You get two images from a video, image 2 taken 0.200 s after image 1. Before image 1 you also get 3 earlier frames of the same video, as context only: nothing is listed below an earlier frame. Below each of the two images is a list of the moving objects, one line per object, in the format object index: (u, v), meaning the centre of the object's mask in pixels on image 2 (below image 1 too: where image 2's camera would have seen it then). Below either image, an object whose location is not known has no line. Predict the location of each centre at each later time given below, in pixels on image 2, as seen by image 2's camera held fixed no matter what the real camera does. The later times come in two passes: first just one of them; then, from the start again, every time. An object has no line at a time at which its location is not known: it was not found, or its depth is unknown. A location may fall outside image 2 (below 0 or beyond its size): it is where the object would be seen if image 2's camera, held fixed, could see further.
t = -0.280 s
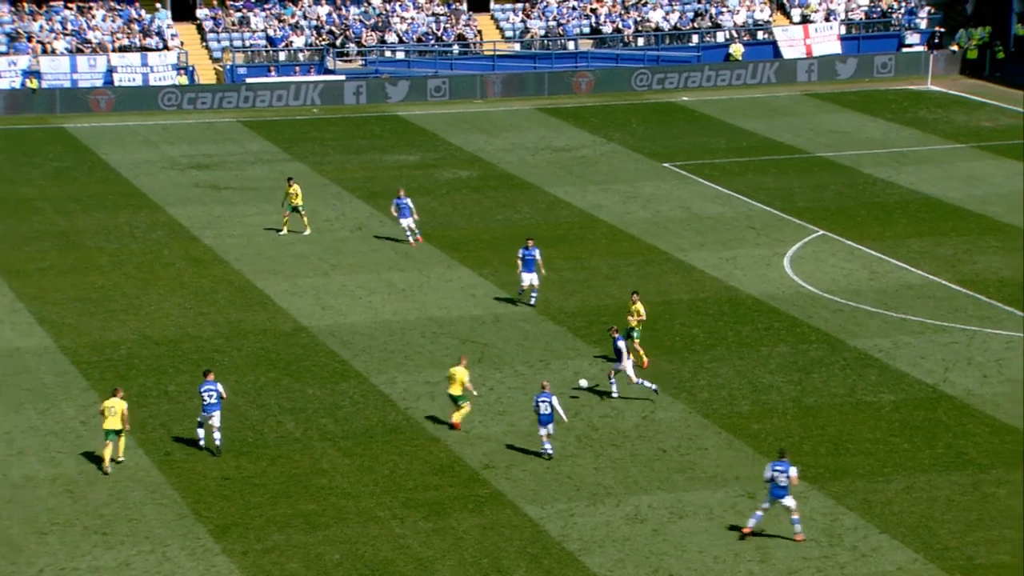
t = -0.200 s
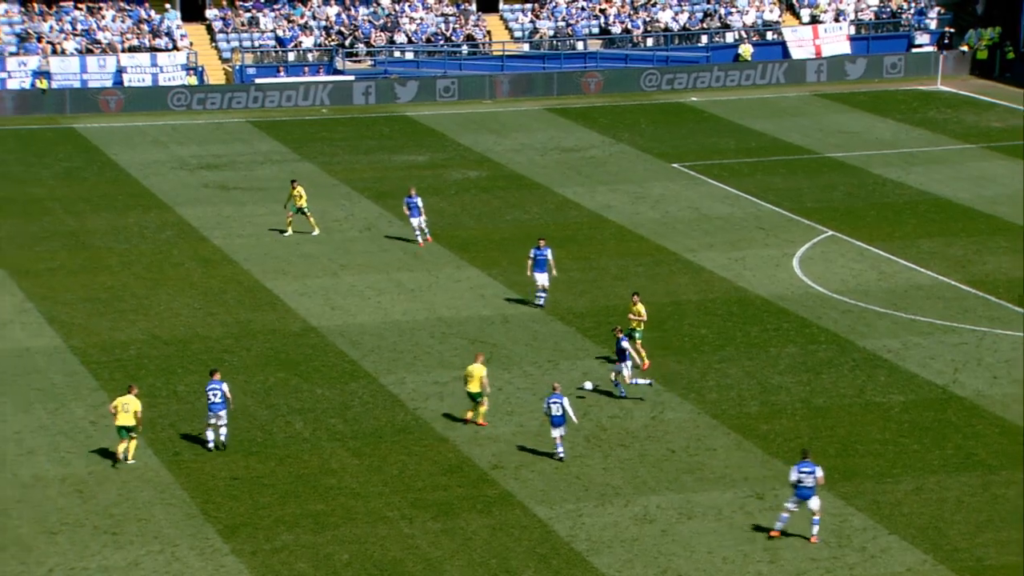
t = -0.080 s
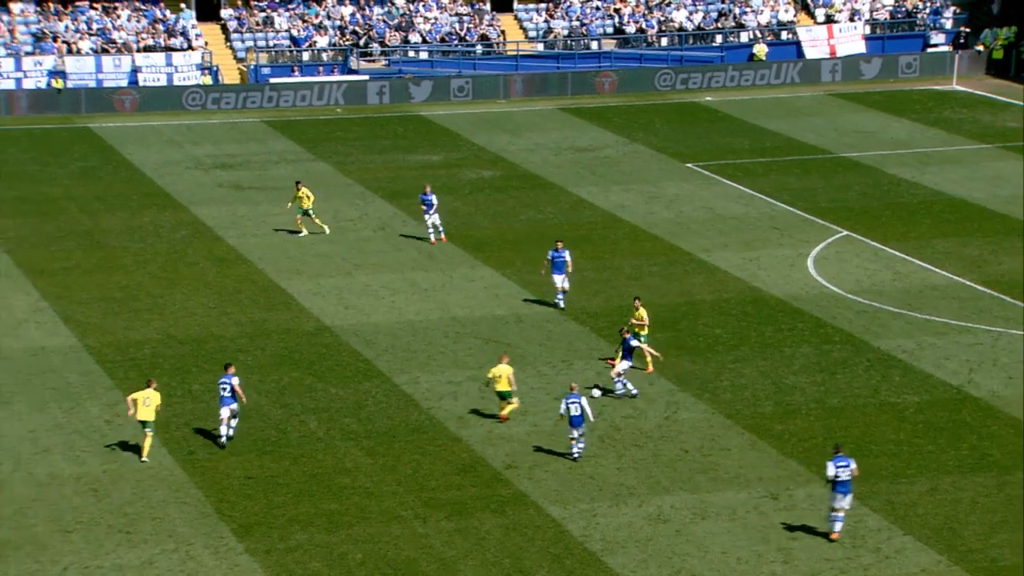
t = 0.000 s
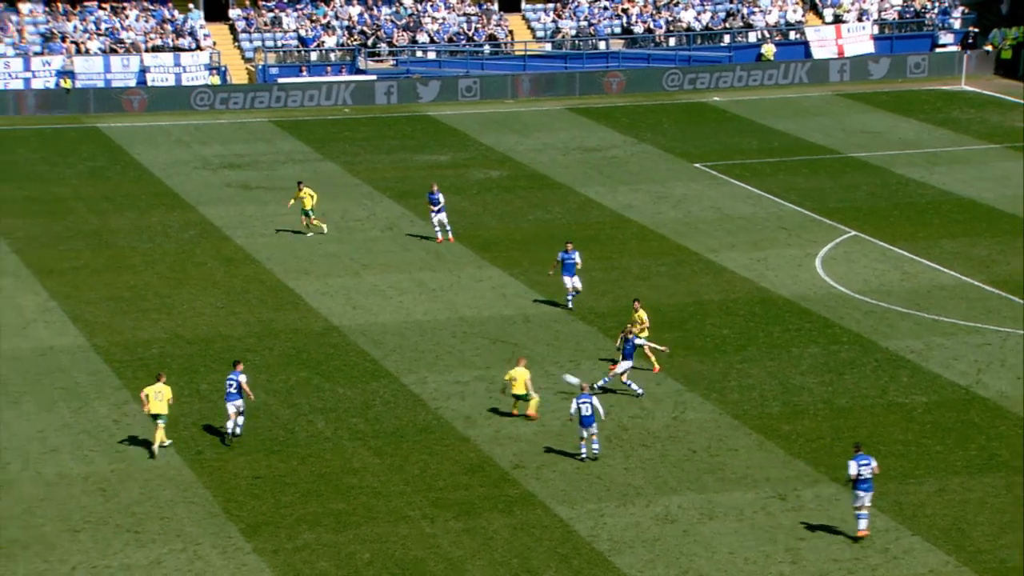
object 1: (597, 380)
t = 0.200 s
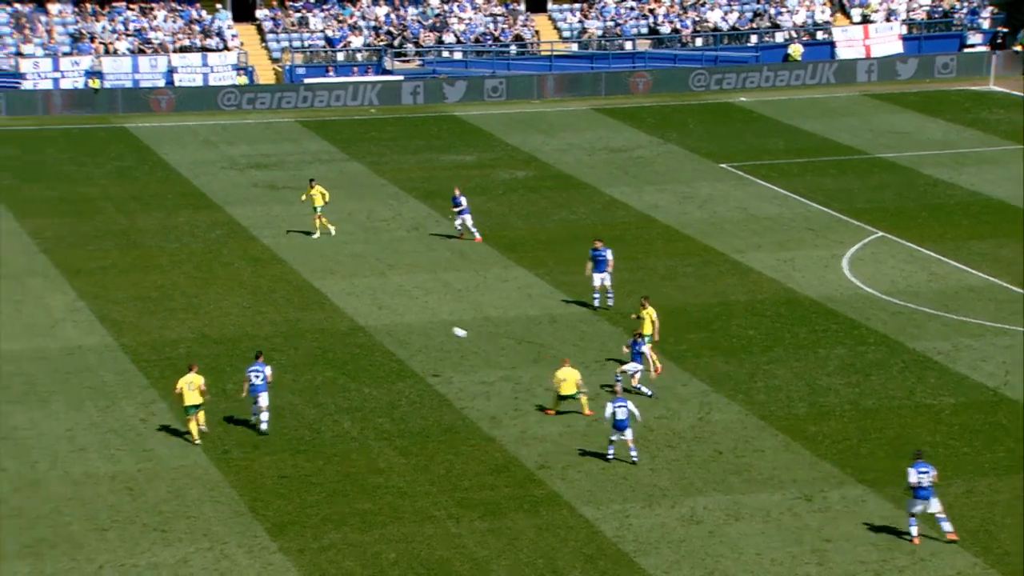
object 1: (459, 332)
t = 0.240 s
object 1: (433, 324)
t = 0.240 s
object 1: (433, 324)
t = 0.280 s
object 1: (407, 317)
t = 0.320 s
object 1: (382, 311)
